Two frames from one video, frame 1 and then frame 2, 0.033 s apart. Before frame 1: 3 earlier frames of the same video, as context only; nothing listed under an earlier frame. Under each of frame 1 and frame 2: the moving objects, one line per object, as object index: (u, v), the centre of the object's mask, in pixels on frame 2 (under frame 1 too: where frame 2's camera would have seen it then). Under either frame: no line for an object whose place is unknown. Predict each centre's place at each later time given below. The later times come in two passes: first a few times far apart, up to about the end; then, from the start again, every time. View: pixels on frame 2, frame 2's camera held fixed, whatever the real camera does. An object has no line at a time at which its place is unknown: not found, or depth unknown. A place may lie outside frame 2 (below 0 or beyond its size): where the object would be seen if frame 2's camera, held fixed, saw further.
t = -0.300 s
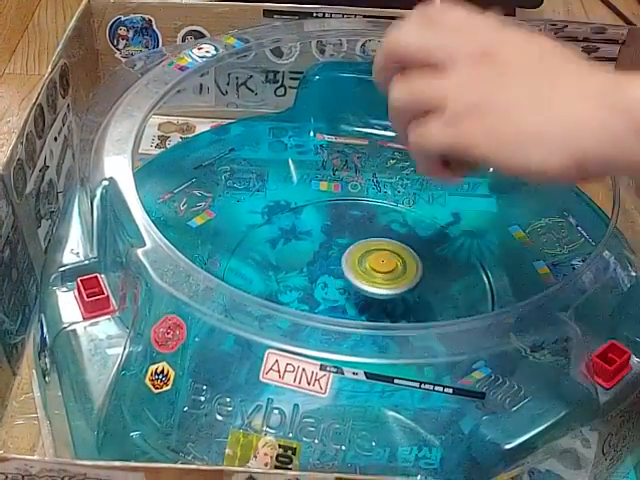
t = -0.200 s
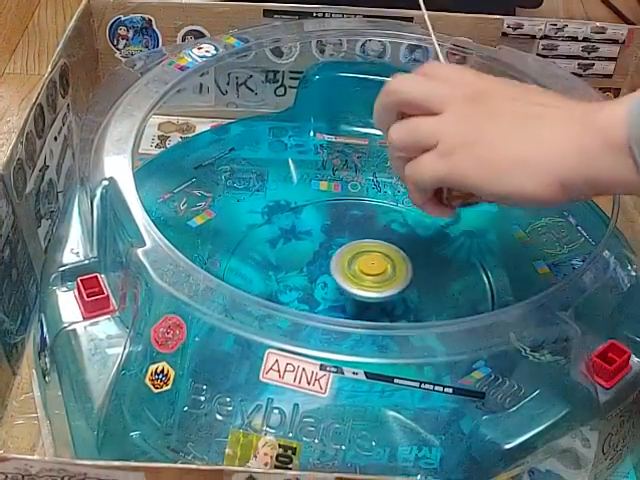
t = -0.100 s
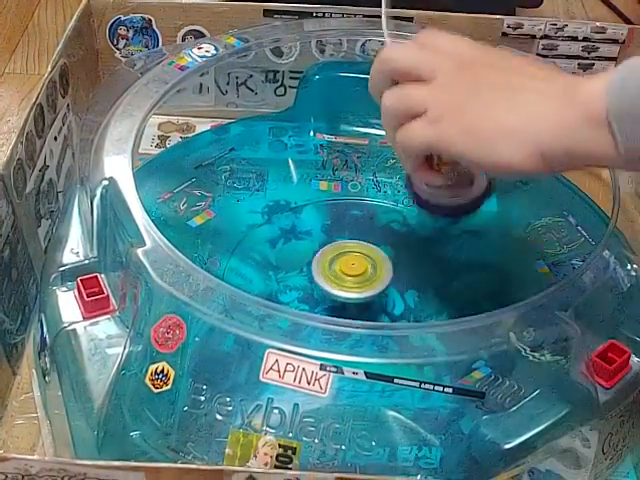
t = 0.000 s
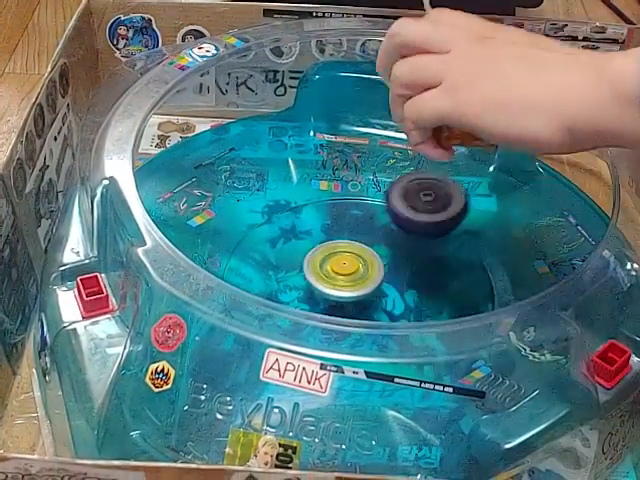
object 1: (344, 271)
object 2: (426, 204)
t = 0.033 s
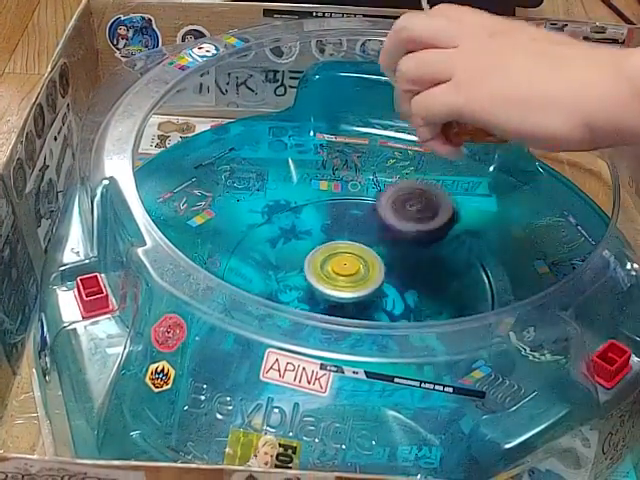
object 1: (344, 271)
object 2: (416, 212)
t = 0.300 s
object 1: (281, 274)
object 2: (435, 267)
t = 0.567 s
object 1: (314, 265)
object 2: (442, 267)
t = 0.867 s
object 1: (360, 260)
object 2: (443, 242)
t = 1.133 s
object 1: (348, 269)
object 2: (437, 248)
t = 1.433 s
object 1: (348, 258)
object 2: (437, 280)
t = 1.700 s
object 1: (310, 218)
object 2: (463, 299)
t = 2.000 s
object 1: (316, 277)
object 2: (403, 292)
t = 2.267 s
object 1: (306, 256)
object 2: (386, 305)
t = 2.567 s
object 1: (376, 269)
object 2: (360, 314)
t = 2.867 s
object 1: (429, 236)
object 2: (313, 308)
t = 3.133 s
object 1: (373, 241)
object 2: (300, 298)
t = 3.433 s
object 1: (383, 242)
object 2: (274, 286)
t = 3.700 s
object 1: (403, 263)
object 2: (283, 276)
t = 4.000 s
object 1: (396, 276)
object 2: (296, 254)
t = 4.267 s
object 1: (392, 278)
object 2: (311, 242)
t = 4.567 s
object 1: (379, 288)
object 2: (327, 232)
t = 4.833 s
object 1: (367, 290)
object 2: (351, 228)
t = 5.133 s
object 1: (341, 288)
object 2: (377, 235)
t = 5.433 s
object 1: (326, 281)
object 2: (400, 256)
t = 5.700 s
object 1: (319, 284)
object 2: (423, 271)
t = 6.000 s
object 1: (312, 280)
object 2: (421, 281)
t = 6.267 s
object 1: (338, 252)
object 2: (409, 291)
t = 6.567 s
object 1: (348, 242)
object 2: (393, 295)
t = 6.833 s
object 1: (346, 234)
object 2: (370, 295)
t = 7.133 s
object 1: (364, 235)
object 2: (357, 293)
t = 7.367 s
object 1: (381, 234)
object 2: (346, 291)
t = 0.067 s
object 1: (346, 273)
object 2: (402, 232)
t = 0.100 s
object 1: (330, 274)
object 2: (409, 233)
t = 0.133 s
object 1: (312, 275)
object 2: (419, 239)
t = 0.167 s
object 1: (298, 275)
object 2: (428, 250)
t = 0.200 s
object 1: (287, 274)
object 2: (433, 254)
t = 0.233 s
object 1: (280, 273)
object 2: (436, 259)
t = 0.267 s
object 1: (278, 273)
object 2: (437, 263)
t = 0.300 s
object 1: (281, 274)
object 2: (435, 267)
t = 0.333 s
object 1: (287, 275)
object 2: (432, 269)
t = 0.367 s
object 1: (298, 277)
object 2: (427, 272)
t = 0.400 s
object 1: (311, 278)
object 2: (421, 273)
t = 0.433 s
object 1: (326, 279)
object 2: (415, 274)
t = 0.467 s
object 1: (322, 277)
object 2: (423, 273)
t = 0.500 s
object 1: (316, 273)
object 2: (432, 272)
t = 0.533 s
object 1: (314, 270)
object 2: (438, 270)
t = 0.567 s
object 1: (314, 265)
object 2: (442, 267)
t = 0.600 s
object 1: (315, 261)
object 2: (445, 263)
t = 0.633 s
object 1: (317, 257)
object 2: (447, 259)
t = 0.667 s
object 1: (322, 255)
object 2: (448, 255)
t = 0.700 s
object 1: (328, 252)
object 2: (449, 252)
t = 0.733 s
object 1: (335, 252)
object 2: (449, 249)
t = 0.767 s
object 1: (342, 252)
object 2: (448, 246)
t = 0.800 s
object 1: (350, 254)
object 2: (446, 245)
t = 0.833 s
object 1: (356, 257)
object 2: (444, 243)
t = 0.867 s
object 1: (360, 260)
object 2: (443, 242)
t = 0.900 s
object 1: (359, 265)
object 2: (443, 240)
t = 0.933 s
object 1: (357, 268)
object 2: (443, 241)
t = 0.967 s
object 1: (356, 270)
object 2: (441, 241)
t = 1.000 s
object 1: (357, 271)
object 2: (439, 242)
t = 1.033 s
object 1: (358, 271)
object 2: (436, 244)
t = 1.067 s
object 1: (358, 271)
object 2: (436, 244)
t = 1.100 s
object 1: (353, 270)
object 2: (437, 246)
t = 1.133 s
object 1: (348, 269)
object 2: (437, 248)
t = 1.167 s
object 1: (343, 268)
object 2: (438, 250)
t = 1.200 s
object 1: (339, 267)
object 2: (437, 253)
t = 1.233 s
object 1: (336, 266)
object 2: (437, 256)
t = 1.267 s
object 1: (335, 264)
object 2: (436, 259)
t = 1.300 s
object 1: (335, 263)
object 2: (436, 262)
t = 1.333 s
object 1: (336, 262)
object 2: (437, 267)
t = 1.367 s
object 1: (338, 260)
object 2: (436, 271)
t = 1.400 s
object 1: (343, 259)
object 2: (437, 275)
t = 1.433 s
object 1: (348, 258)
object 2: (437, 280)
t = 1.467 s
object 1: (354, 258)
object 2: (436, 284)
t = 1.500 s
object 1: (350, 250)
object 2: (444, 289)
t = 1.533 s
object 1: (341, 240)
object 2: (452, 295)
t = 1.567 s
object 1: (334, 231)
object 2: (457, 297)
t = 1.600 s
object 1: (327, 223)
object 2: (462, 299)
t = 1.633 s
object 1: (321, 219)
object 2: (465, 300)
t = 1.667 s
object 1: (315, 217)
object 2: (466, 300)
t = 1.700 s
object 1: (310, 218)
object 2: (463, 299)
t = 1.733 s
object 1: (304, 221)
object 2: (459, 299)
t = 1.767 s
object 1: (301, 225)
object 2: (455, 297)
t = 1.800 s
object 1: (299, 232)
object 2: (449, 297)
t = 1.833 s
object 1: (298, 239)
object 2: (443, 296)
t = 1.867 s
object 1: (299, 247)
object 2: (436, 294)
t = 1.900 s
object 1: (302, 255)
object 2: (428, 294)
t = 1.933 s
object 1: (306, 263)
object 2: (419, 293)
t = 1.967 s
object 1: (310, 270)
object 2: (411, 292)
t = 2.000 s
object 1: (316, 277)
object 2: (403, 292)
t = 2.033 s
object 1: (308, 277)
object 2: (404, 293)
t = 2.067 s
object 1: (300, 274)
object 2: (405, 294)
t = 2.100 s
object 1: (295, 273)
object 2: (404, 295)
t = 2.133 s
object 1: (292, 271)
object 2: (402, 297)
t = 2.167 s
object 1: (291, 266)
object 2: (399, 299)
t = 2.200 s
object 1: (294, 262)
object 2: (394, 301)
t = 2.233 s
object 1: (299, 259)
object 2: (390, 303)
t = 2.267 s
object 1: (306, 256)
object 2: (386, 305)
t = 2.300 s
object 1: (314, 254)
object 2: (380, 319)
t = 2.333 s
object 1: (324, 253)
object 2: (376, 321)
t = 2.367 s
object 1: (334, 253)
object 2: (372, 323)
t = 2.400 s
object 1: (344, 254)
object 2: (369, 326)
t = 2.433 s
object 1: (353, 255)
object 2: (366, 328)
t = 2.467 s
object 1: (361, 259)
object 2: (364, 330)
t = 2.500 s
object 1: (368, 262)
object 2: (362, 331)
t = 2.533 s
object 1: (373, 266)
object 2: (360, 331)
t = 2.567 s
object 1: (376, 269)
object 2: (360, 314)
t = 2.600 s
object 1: (379, 271)
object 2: (359, 313)
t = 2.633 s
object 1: (381, 274)
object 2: (357, 312)
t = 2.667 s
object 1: (383, 275)
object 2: (353, 311)
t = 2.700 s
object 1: (386, 275)
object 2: (350, 310)
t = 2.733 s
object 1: (399, 266)
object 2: (339, 310)
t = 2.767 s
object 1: (411, 256)
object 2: (329, 311)
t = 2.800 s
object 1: (421, 247)
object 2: (323, 310)
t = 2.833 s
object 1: (427, 241)
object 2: (317, 309)
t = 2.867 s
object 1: (429, 236)
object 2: (313, 308)
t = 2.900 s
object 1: (429, 233)
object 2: (311, 307)
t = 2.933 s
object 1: (424, 231)
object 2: (308, 306)
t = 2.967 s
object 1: (417, 230)
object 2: (306, 305)
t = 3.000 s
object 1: (409, 231)
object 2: (304, 303)
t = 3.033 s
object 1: (400, 233)
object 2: (302, 302)
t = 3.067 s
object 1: (391, 236)
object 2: (301, 301)
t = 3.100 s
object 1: (382, 239)
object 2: (300, 300)
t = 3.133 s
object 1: (373, 241)
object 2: (300, 298)
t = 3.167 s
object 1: (365, 244)
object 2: (299, 297)
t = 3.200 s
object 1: (358, 247)
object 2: (298, 295)
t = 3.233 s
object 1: (351, 250)
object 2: (298, 294)
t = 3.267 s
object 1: (347, 252)
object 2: (298, 293)
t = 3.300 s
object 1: (345, 253)
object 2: (297, 291)
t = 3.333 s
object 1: (356, 248)
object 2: (288, 290)
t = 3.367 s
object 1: (367, 245)
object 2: (281, 289)
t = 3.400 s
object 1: (375, 242)
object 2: (277, 287)
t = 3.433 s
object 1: (383, 242)
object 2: (274, 286)
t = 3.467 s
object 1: (390, 244)
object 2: (272, 285)
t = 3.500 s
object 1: (396, 247)
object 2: (272, 283)
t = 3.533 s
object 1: (400, 250)
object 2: (272, 283)
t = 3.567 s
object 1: (404, 252)
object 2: (274, 281)
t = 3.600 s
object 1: (406, 255)
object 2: (275, 279)
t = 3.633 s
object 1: (406, 257)
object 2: (278, 278)
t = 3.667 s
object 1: (405, 260)
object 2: (280, 277)
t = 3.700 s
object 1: (403, 263)
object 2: (283, 276)
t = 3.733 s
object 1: (400, 265)
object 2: (286, 275)
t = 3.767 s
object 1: (396, 267)
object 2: (288, 273)
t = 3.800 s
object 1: (392, 268)
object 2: (291, 271)
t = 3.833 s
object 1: (388, 270)
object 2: (293, 269)
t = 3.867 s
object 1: (385, 271)
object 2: (296, 265)
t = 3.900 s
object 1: (385, 272)
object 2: (296, 262)
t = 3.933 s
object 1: (389, 273)
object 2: (295, 260)
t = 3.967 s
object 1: (393, 275)
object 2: (295, 256)
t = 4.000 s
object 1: (396, 276)
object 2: (296, 254)
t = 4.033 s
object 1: (398, 277)
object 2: (297, 252)
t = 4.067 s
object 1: (399, 278)
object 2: (299, 251)
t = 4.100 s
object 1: (400, 278)
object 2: (300, 250)
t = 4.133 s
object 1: (399, 278)
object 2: (302, 248)
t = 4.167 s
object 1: (398, 278)
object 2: (304, 246)
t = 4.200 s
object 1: (396, 278)
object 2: (306, 245)
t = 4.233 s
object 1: (394, 279)
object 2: (308, 244)
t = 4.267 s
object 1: (392, 278)
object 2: (311, 242)
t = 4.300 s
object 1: (390, 279)
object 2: (313, 242)
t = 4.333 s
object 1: (387, 278)
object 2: (315, 241)
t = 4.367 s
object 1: (387, 281)
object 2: (316, 238)
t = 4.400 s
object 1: (388, 283)
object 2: (317, 236)
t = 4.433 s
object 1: (387, 285)
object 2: (319, 234)
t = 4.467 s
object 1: (385, 287)
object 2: (321, 233)
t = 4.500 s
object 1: (383, 288)
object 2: (323, 232)
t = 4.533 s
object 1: (382, 288)
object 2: (326, 232)
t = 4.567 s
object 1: (379, 288)
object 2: (327, 232)
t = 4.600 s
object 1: (377, 287)
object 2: (330, 232)
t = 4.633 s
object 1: (374, 287)
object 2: (332, 231)
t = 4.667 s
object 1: (374, 288)
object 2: (335, 230)
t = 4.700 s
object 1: (373, 289)
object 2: (338, 229)
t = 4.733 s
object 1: (371, 289)
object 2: (342, 229)
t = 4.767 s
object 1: (370, 288)
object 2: (345, 229)
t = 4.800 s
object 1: (369, 289)
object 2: (349, 227)
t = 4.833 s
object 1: (367, 290)
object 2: (351, 228)
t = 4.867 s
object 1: (364, 290)
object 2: (355, 228)
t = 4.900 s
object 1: (362, 290)
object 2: (358, 228)
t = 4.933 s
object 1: (361, 289)
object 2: (360, 228)
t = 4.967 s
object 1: (358, 289)
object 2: (363, 229)
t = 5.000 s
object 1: (355, 289)
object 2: (366, 230)
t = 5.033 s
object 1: (351, 289)
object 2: (369, 231)
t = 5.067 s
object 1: (348, 289)
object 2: (371, 231)
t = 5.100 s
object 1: (345, 289)
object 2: (373, 233)
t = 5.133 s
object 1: (341, 288)
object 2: (377, 235)
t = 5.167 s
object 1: (339, 288)
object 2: (379, 236)
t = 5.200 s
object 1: (337, 287)
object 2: (383, 238)
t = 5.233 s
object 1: (333, 286)
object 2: (388, 241)
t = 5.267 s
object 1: (330, 286)
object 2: (391, 244)
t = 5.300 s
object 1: (329, 284)
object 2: (393, 247)
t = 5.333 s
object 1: (327, 283)
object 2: (395, 249)
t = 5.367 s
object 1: (324, 282)
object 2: (398, 252)
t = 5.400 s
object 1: (324, 281)
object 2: (399, 254)
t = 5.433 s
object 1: (326, 281)
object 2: (400, 256)
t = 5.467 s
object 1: (326, 280)
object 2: (402, 258)
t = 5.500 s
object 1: (326, 281)
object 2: (405, 259)
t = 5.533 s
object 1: (325, 282)
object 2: (408, 262)
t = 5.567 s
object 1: (325, 282)
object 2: (411, 264)
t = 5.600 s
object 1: (326, 283)
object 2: (413, 267)
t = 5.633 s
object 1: (328, 284)
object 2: (413, 268)
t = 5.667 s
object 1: (331, 284)
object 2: (413, 269)
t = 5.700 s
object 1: (319, 284)
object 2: (423, 271)
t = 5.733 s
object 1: (307, 282)
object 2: (433, 274)
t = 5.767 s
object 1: (299, 281)
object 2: (436, 276)
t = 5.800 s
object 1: (295, 279)
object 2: (435, 277)
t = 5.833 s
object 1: (294, 279)
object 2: (433, 278)
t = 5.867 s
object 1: (295, 279)
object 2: (431, 278)
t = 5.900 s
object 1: (299, 279)
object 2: (428, 279)
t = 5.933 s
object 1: (303, 280)
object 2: (426, 280)
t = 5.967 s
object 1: (307, 281)
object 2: (424, 280)
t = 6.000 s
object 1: (312, 280)
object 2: (421, 281)
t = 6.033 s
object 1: (317, 279)
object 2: (418, 282)
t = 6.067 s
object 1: (322, 277)
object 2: (415, 283)
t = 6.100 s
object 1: (327, 274)
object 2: (414, 284)
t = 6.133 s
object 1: (327, 268)
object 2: (415, 288)
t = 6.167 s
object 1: (329, 262)
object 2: (415, 289)
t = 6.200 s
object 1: (332, 257)
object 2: (414, 291)
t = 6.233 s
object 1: (335, 254)
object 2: (411, 291)
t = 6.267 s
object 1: (338, 252)
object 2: (409, 291)
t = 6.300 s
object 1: (342, 250)
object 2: (407, 291)
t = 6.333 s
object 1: (344, 247)
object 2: (406, 292)
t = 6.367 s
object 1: (344, 245)
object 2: (405, 293)
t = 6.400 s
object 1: (346, 243)
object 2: (403, 293)
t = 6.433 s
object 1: (347, 243)
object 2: (402, 293)
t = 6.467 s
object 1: (347, 242)
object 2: (400, 293)
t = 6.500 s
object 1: (347, 241)
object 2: (398, 294)
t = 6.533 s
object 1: (347, 241)
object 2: (397, 294)
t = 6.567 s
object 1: (348, 242)
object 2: (393, 295)
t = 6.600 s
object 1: (348, 240)
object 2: (392, 295)
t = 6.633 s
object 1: (348, 237)
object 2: (389, 297)
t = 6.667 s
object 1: (347, 235)
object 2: (385, 297)
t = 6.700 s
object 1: (347, 234)
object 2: (382, 296)
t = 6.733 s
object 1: (347, 235)
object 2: (379, 296)
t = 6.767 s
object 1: (346, 236)
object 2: (376, 295)
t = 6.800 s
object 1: (346, 236)
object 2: (373, 295)
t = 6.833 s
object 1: (346, 234)
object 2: (370, 295)
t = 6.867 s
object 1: (347, 233)
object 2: (366, 295)
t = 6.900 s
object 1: (348, 233)
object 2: (365, 294)
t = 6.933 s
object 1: (349, 234)
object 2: (363, 293)
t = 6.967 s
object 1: (351, 235)
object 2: (362, 293)
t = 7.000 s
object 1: (354, 232)
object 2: (361, 294)
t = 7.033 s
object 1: (357, 231)
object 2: (359, 294)
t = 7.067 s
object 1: (360, 231)
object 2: (357, 294)
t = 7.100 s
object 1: (362, 233)
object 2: (357, 293)
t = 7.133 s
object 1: (364, 235)
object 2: (357, 293)
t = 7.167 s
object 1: (368, 235)
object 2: (357, 293)
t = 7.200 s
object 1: (373, 231)
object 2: (353, 294)
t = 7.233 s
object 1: (377, 227)
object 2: (350, 295)
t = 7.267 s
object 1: (379, 227)
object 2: (347, 295)
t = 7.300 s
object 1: (380, 228)
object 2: (346, 294)
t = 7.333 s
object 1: (381, 231)
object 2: (345, 293)
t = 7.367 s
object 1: (381, 234)
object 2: (346, 291)
